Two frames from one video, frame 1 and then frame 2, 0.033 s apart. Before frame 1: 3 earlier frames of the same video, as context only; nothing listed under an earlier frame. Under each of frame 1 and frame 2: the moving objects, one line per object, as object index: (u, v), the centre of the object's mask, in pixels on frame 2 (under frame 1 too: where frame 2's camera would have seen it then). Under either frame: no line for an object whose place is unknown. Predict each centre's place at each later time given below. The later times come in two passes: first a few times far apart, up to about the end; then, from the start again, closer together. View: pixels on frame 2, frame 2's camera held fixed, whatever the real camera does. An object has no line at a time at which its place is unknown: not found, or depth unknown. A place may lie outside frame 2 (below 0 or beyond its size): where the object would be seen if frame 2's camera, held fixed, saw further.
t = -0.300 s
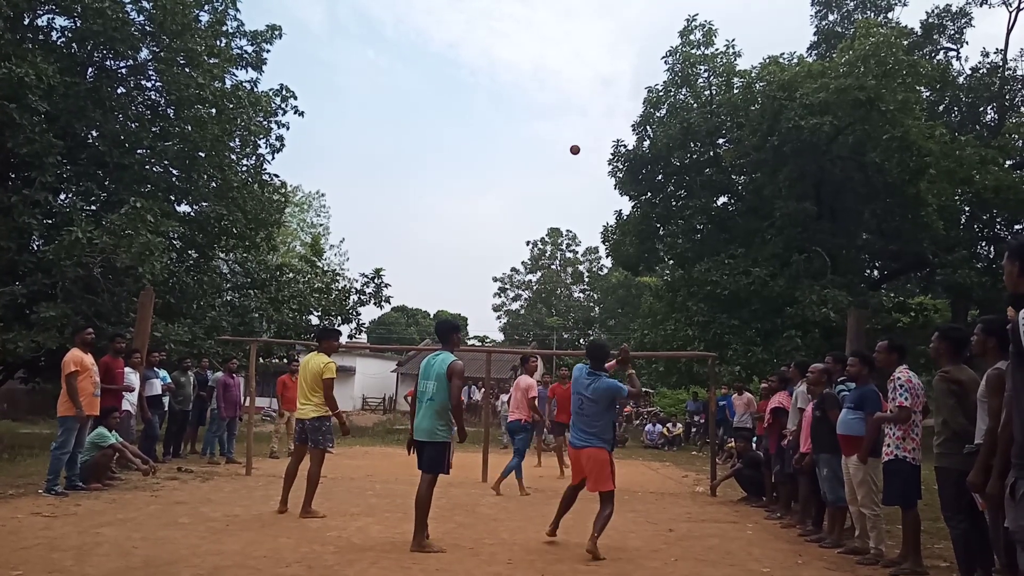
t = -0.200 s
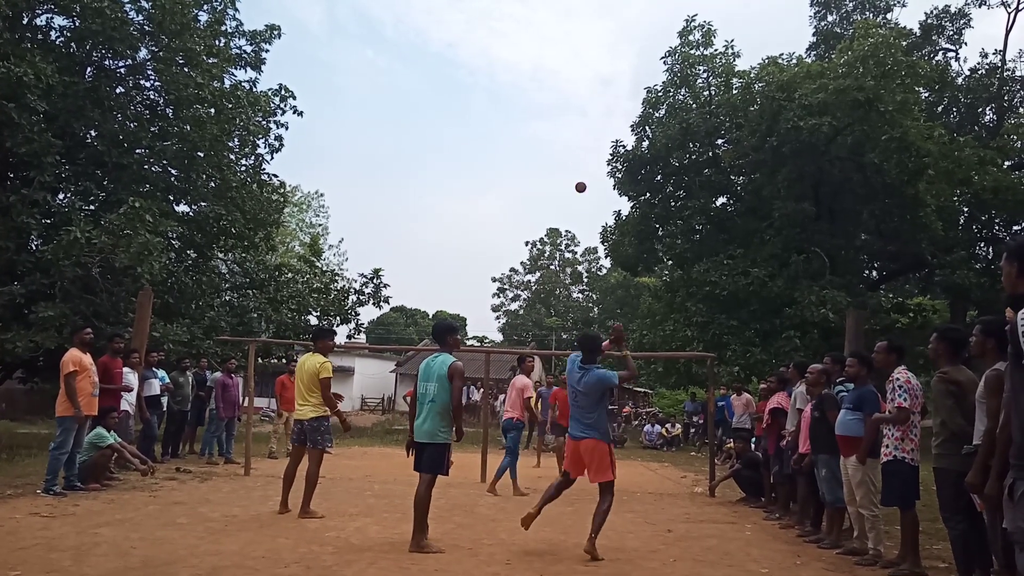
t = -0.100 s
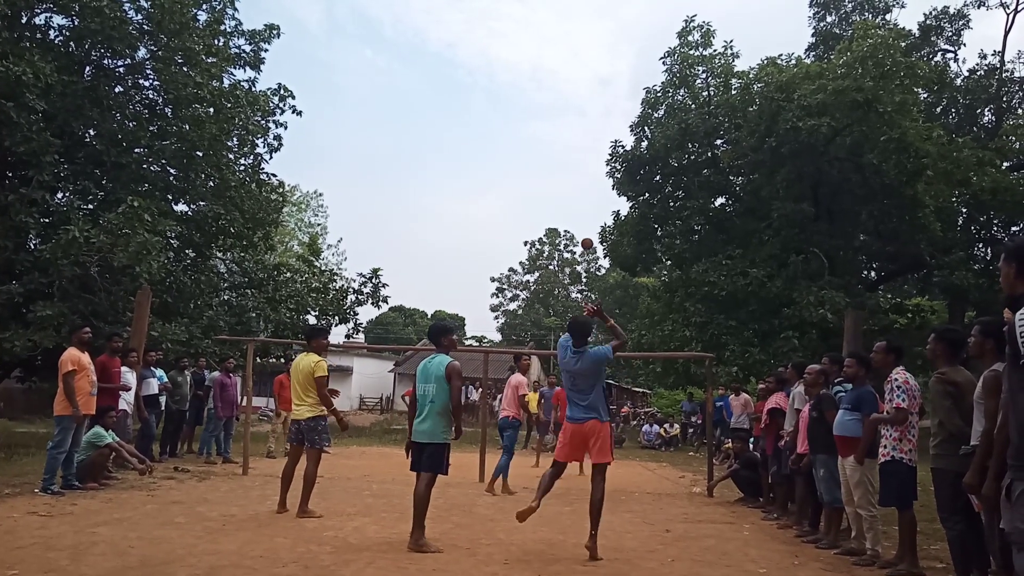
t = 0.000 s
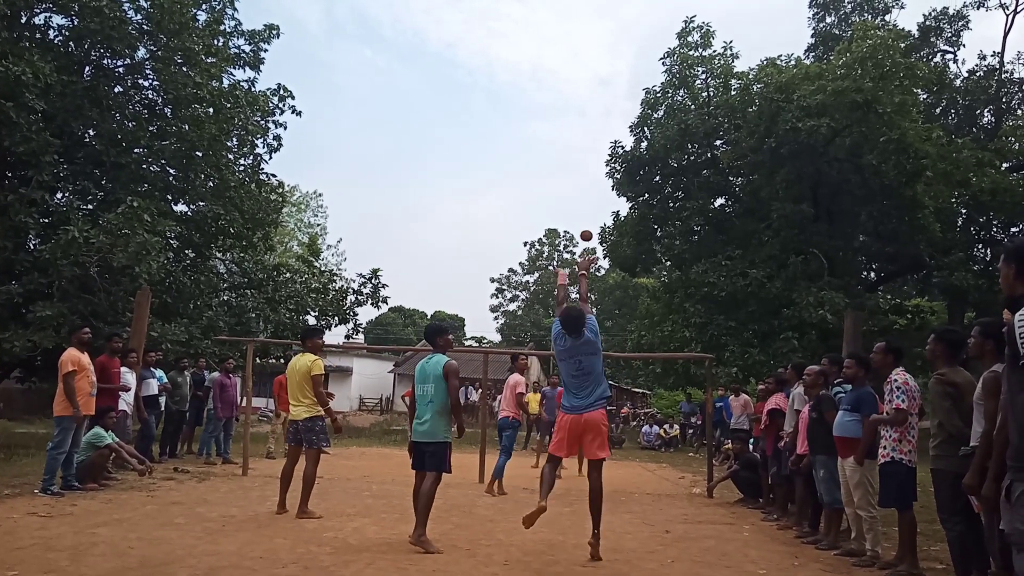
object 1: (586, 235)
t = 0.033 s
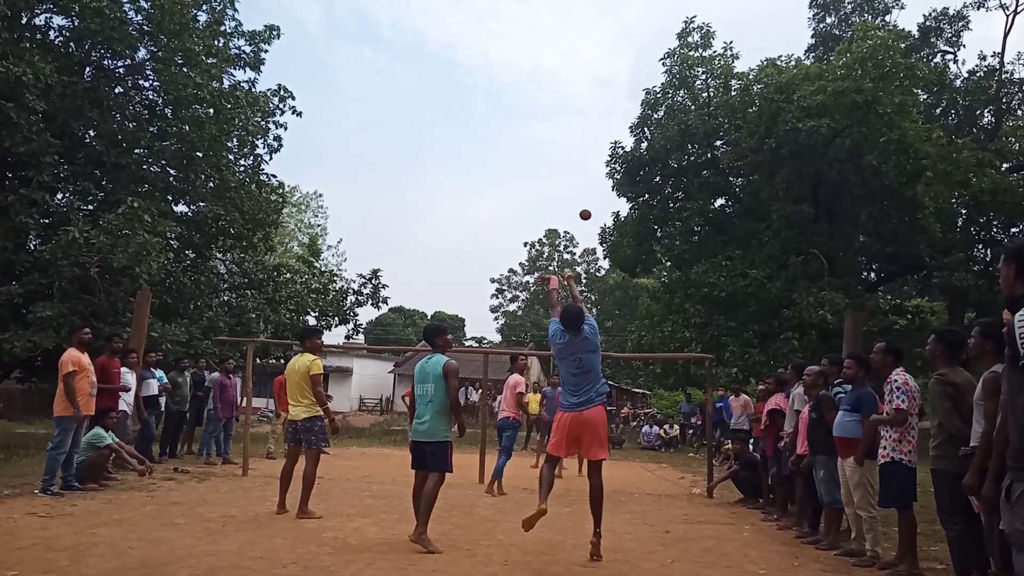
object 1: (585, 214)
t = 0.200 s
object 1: (580, 142)
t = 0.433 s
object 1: (572, 105)
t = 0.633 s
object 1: (566, 113)
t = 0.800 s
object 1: (561, 139)
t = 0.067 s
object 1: (584, 196)
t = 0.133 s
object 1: (582, 165)
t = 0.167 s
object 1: (580, 152)
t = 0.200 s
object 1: (580, 142)
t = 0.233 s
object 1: (579, 132)
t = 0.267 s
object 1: (577, 125)
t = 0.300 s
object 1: (576, 118)
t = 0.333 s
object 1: (575, 113)
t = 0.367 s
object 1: (575, 110)
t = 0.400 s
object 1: (573, 107)
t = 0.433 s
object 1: (572, 105)
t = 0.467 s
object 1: (571, 105)
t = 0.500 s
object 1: (570, 105)
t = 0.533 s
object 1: (569, 106)
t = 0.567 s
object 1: (568, 108)
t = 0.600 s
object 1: (567, 110)
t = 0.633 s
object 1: (566, 113)
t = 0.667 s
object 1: (565, 117)
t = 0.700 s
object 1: (564, 122)
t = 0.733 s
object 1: (563, 127)
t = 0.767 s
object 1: (562, 133)
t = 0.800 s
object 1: (561, 139)
